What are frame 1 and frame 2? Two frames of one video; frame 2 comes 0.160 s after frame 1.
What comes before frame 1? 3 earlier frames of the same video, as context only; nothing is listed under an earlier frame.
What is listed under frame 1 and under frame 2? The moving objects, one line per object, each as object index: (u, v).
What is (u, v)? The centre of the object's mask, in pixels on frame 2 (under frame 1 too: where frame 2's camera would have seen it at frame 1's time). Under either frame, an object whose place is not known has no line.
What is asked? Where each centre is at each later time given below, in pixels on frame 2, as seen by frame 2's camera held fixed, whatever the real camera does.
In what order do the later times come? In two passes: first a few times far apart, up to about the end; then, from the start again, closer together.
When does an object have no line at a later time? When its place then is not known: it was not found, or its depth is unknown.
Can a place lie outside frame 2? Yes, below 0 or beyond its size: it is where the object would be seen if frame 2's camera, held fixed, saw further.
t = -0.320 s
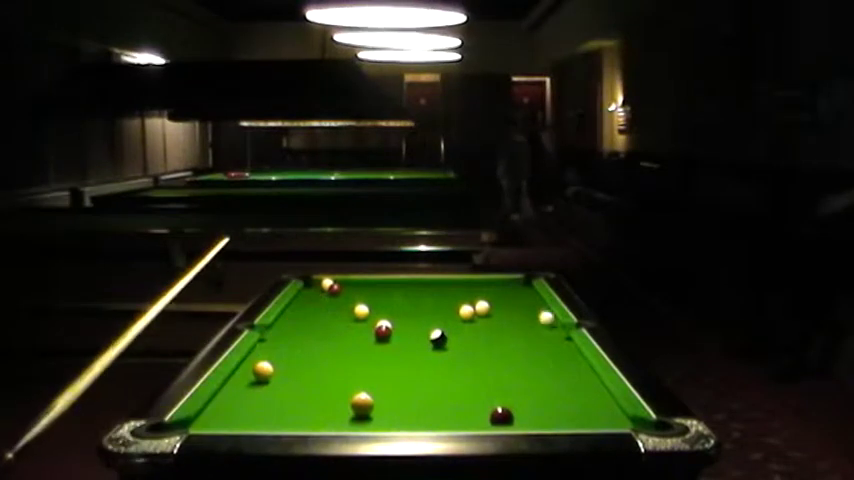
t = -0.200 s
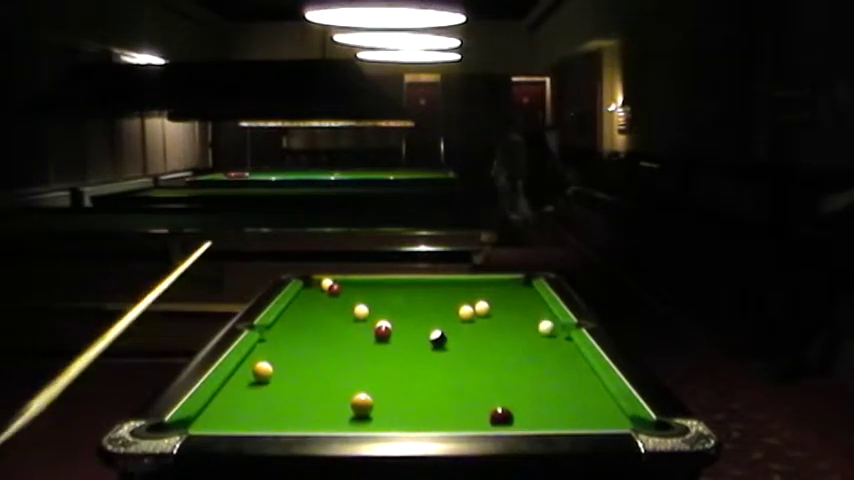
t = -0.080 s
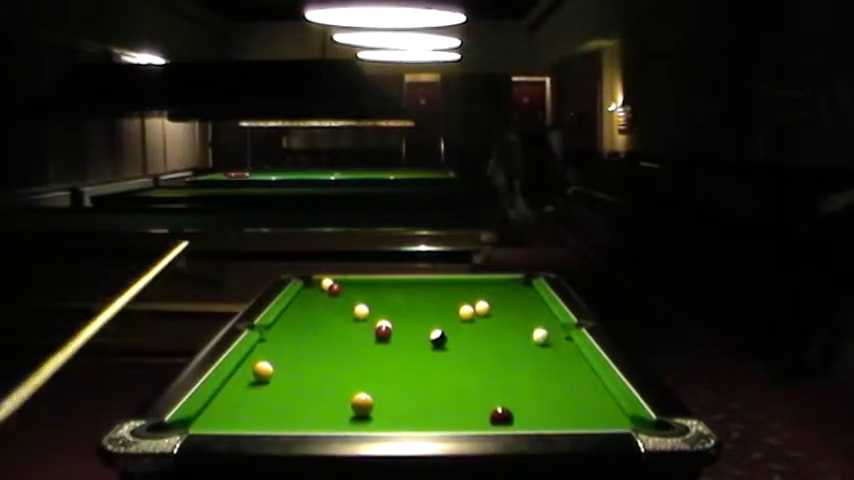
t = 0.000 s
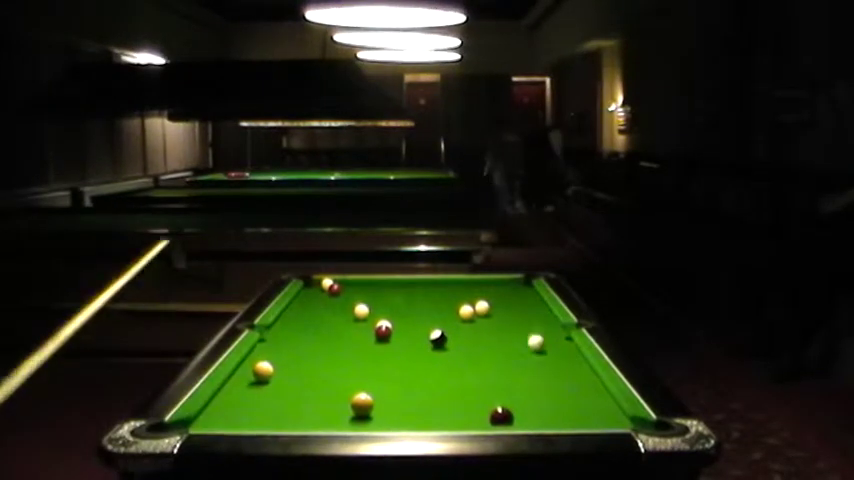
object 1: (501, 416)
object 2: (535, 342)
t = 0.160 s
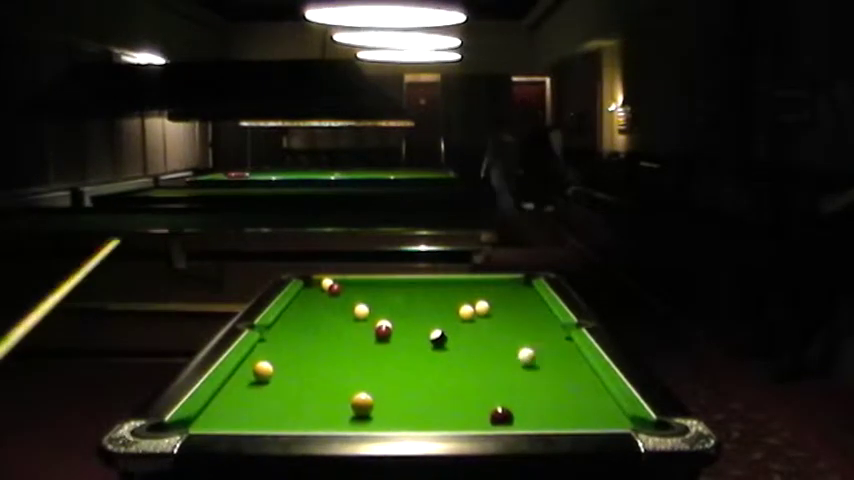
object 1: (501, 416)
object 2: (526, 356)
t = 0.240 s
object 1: (501, 416)
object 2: (521, 364)
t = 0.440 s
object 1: (501, 416)
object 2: (506, 386)
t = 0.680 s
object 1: (506, 417)
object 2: (479, 411)
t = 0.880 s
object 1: (525, 419)
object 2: (427, 421)
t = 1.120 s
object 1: (538, 414)
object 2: (363, 412)
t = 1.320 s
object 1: (548, 410)
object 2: (316, 407)
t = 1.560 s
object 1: (557, 403)
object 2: (266, 395)
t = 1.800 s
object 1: (565, 396)
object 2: (233, 386)
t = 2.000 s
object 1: (570, 392)
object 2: (269, 379)
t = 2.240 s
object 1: (576, 387)
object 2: (308, 372)
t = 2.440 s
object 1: (580, 383)
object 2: (339, 365)
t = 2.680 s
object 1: (583, 380)
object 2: (371, 359)
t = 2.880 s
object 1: (586, 377)
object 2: (396, 354)
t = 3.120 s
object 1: (588, 376)
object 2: (423, 349)
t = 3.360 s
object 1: (585, 375)
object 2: (447, 343)
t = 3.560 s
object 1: (583, 374)
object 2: (466, 339)
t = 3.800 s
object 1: (582, 373)
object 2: (486, 334)
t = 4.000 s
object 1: (581, 373)
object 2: (500, 331)
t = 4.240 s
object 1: (581, 373)
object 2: (517, 328)
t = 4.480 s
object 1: (581, 373)
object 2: (531, 325)
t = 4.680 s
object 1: (581, 373)
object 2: (542, 322)
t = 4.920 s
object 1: (581, 373)
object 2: (550, 320)
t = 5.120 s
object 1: (581, 373)
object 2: (543, 319)
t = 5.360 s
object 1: (581, 373)
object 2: (535, 318)
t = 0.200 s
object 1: (501, 416)
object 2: (524, 360)
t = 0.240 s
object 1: (501, 416)
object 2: (521, 364)
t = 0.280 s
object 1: (501, 416)
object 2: (518, 368)
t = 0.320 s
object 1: (501, 416)
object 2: (515, 372)
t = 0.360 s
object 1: (501, 416)
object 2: (512, 377)
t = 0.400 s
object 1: (501, 416)
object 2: (509, 381)
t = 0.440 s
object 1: (501, 416)
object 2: (506, 386)
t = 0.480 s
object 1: (501, 417)
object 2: (503, 390)
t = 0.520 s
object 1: (501, 417)
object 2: (499, 394)
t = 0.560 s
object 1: (501, 416)
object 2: (496, 397)
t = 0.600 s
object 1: (500, 417)
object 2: (491, 401)
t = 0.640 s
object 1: (499, 418)
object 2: (487, 407)
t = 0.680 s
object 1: (506, 417)
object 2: (479, 411)
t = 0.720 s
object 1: (511, 418)
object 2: (469, 413)
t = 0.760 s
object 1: (516, 420)
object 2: (458, 416)
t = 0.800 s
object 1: (520, 420)
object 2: (448, 418)
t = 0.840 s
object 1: (523, 419)
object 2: (438, 420)
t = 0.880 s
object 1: (525, 419)
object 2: (427, 421)
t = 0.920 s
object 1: (527, 418)
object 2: (415, 419)
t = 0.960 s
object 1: (529, 417)
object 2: (405, 418)
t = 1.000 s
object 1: (531, 417)
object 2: (394, 418)
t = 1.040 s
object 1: (534, 416)
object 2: (385, 416)
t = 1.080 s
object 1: (536, 415)
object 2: (373, 414)
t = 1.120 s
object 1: (538, 414)
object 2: (363, 412)
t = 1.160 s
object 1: (540, 413)
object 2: (354, 412)
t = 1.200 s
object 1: (542, 412)
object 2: (345, 411)
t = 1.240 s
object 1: (544, 412)
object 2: (334, 410)
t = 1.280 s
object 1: (546, 411)
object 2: (325, 409)
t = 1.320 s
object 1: (548, 410)
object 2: (316, 407)
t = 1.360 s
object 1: (549, 408)
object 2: (308, 405)
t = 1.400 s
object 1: (550, 407)
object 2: (299, 403)
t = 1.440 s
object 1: (552, 406)
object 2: (290, 400)
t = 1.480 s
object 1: (554, 405)
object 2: (282, 399)
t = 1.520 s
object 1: (555, 404)
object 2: (273, 397)
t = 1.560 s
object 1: (557, 403)
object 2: (266, 395)
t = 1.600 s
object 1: (558, 402)
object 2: (258, 393)
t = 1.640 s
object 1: (559, 400)
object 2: (250, 393)
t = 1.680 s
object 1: (560, 399)
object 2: (243, 391)
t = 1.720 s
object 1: (562, 398)
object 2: (236, 389)
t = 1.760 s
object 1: (563, 397)
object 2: (228, 388)
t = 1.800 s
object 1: (565, 396)
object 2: (233, 386)
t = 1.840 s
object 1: (566, 395)
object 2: (241, 385)
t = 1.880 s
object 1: (567, 394)
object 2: (249, 383)
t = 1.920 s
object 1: (568, 394)
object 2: (256, 382)
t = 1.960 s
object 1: (569, 392)
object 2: (263, 381)
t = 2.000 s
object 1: (570, 392)
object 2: (269, 379)
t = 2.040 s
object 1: (571, 390)
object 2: (277, 377)
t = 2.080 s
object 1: (572, 390)
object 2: (282, 377)
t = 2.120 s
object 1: (573, 389)
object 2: (290, 375)
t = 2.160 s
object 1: (574, 389)
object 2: (296, 375)
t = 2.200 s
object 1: (575, 388)
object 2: (302, 372)
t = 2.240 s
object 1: (576, 387)
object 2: (308, 372)
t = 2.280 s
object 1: (577, 386)
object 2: (315, 370)
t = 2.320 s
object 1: (577, 386)
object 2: (321, 370)
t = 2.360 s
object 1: (578, 385)
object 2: (327, 368)
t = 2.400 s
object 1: (579, 384)
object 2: (333, 367)
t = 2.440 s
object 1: (580, 383)
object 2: (339, 365)
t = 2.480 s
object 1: (580, 383)
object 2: (344, 364)
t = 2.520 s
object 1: (581, 382)
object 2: (350, 363)
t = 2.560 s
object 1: (581, 382)
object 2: (355, 362)
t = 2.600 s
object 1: (582, 381)
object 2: (361, 361)
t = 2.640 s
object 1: (583, 381)
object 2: (366, 360)
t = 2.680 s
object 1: (583, 380)
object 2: (371, 359)
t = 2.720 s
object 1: (584, 380)
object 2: (376, 358)
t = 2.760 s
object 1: (584, 379)
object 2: (382, 356)
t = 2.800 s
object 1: (585, 379)
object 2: (386, 356)
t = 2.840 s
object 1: (585, 378)
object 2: (391, 355)
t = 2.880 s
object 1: (586, 377)
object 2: (396, 354)
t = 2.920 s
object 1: (586, 377)
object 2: (401, 353)
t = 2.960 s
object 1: (587, 377)
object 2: (405, 352)
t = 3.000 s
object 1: (587, 376)
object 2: (410, 351)
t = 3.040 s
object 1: (587, 376)
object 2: (414, 350)
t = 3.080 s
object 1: (588, 375)
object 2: (419, 349)
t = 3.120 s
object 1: (588, 376)
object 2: (423, 349)
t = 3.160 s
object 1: (588, 376)
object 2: (427, 347)
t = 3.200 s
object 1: (587, 375)
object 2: (431, 347)
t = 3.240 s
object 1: (587, 375)
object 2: (436, 346)
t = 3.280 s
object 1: (586, 374)
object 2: (440, 346)
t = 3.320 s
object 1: (586, 374)
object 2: (444, 344)
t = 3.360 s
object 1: (585, 375)
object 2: (447, 343)
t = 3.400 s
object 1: (585, 374)
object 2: (451, 343)
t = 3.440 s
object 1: (584, 374)
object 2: (455, 342)
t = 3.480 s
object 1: (584, 374)
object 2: (459, 340)
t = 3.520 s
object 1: (584, 374)
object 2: (462, 340)
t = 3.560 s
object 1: (583, 374)
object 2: (466, 339)
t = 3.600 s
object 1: (583, 373)
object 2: (469, 338)
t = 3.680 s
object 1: (582, 373)
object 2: (476, 336)
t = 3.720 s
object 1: (582, 373)
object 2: (479, 335)
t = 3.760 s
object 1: (582, 373)
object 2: (482, 335)
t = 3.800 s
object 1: (582, 373)
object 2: (486, 334)
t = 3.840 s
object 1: (581, 373)
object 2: (488, 334)
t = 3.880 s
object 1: (581, 373)
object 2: (492, 333)
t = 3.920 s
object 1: (581, 373)
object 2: (495, 333)
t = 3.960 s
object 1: (581, 373)
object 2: (498, 332)
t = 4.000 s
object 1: (581, 373)
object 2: (500, 331)
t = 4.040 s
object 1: (581, 373)
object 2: (504, 330)
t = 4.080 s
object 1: (581, 373)
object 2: (506, 330)
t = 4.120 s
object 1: (581, 373)
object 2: (509, 329)
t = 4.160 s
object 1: (581, 373)
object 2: (512, 329)
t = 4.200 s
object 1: (581, 373)
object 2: (514, 328)
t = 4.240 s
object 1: (581, 373)
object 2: (517, 328)
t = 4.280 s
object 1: (581, 373)
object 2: (520, 328)
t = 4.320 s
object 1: (581, 373)
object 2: (521, 327)
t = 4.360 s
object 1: (581, 373)
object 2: (524, 326)
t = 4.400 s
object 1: (581, 373)
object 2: (526, 326)
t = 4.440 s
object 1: (581, 373)
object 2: (529, 325)
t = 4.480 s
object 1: (581, 373)
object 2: (531, 325)
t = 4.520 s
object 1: (581, 373)
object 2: (534, 324)
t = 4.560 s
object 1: (581, 373)
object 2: (536, 324)
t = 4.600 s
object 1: (581, 373)
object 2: (538, 323)
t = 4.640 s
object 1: (581, 373)
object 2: (539, 323)
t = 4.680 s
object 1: (581, 373)
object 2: (542, 322)
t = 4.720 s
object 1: (581, 373)
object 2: (543, 322)
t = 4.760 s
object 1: (581, 373)
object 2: (546, 321)
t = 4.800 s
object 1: (581, 373)
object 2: (548, 321)
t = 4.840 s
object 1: (581, 373)
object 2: (550, 321)
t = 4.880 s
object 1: (581, 373)
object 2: (551, 320)
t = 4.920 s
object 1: (581, 373)
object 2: (550, 320)
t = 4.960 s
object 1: (581, 373)
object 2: (548, 320)
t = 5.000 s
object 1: (581, 373)
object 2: (547, 320)
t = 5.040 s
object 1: (581, 373)
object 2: (545, 320)
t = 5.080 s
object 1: (581, 373)
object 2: (544, 319)
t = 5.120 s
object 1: (581, 373)
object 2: (543, 319)
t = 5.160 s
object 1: (581, 373)
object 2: (542, 319)
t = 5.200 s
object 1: (581, 373)
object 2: (540, 319)
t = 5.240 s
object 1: (581, 373)
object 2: (539, 318)
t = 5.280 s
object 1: (581, 373)
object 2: (538, 319)
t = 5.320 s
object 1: (581, 373)
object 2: (537, 318)
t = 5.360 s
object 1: (581, 373)
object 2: (535, 318)
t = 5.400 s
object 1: (581, 373)
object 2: (534, 318)
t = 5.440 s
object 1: (581, 373)
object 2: (533, 318)
